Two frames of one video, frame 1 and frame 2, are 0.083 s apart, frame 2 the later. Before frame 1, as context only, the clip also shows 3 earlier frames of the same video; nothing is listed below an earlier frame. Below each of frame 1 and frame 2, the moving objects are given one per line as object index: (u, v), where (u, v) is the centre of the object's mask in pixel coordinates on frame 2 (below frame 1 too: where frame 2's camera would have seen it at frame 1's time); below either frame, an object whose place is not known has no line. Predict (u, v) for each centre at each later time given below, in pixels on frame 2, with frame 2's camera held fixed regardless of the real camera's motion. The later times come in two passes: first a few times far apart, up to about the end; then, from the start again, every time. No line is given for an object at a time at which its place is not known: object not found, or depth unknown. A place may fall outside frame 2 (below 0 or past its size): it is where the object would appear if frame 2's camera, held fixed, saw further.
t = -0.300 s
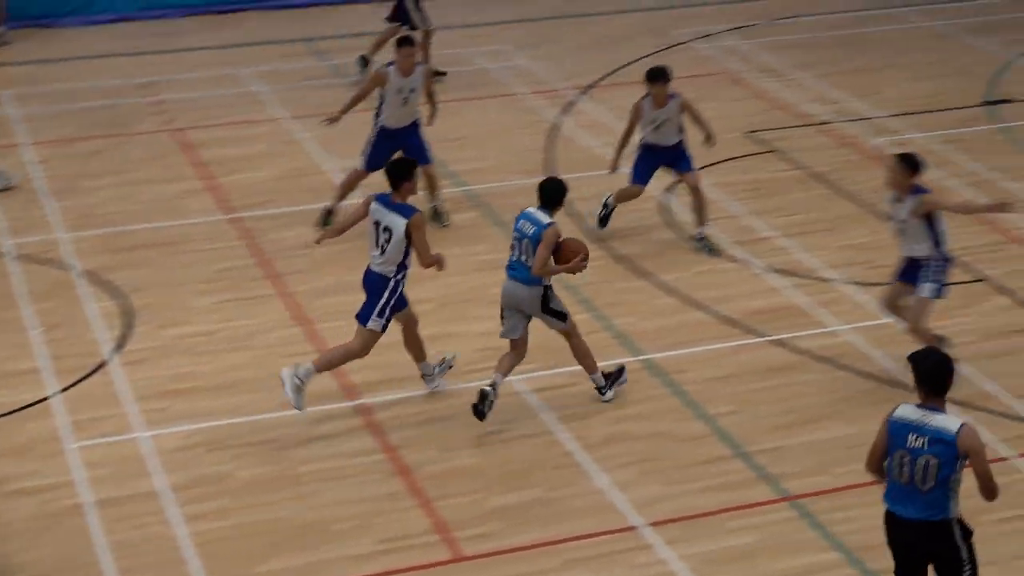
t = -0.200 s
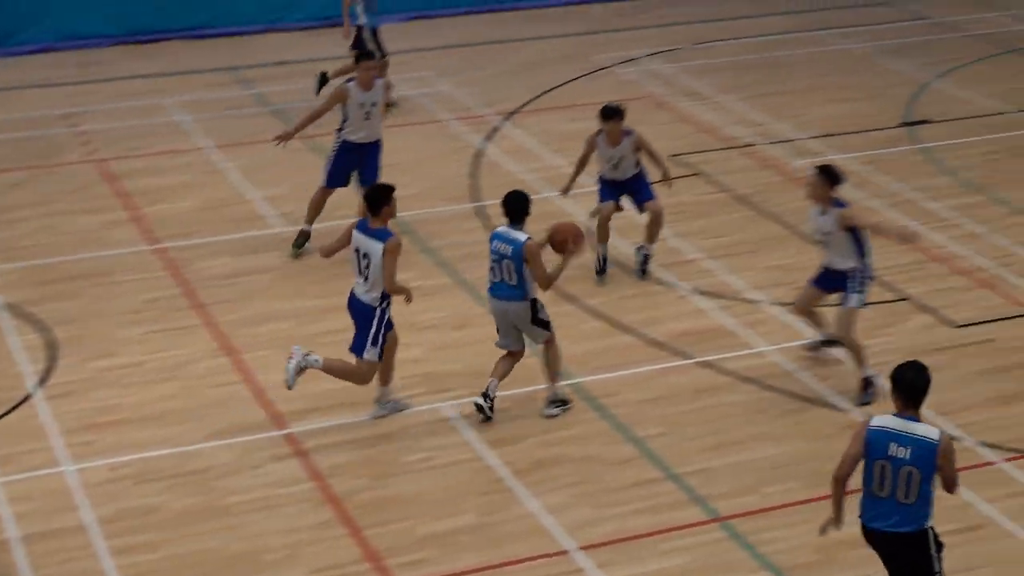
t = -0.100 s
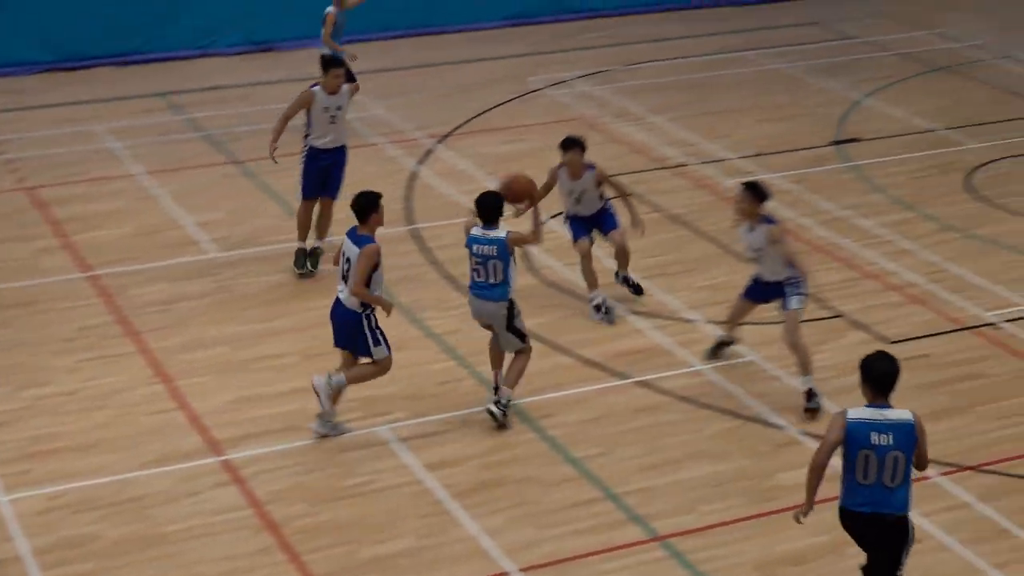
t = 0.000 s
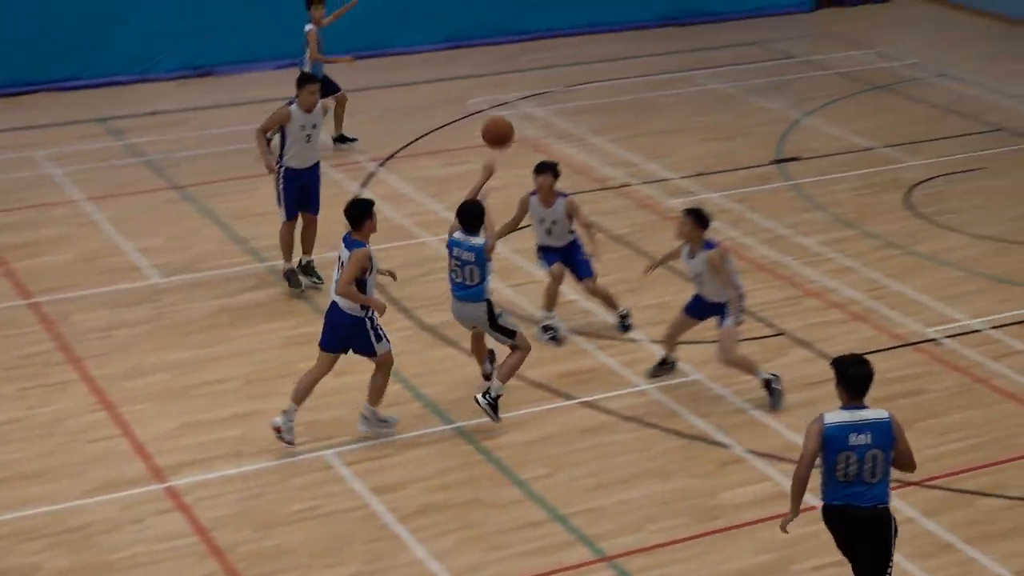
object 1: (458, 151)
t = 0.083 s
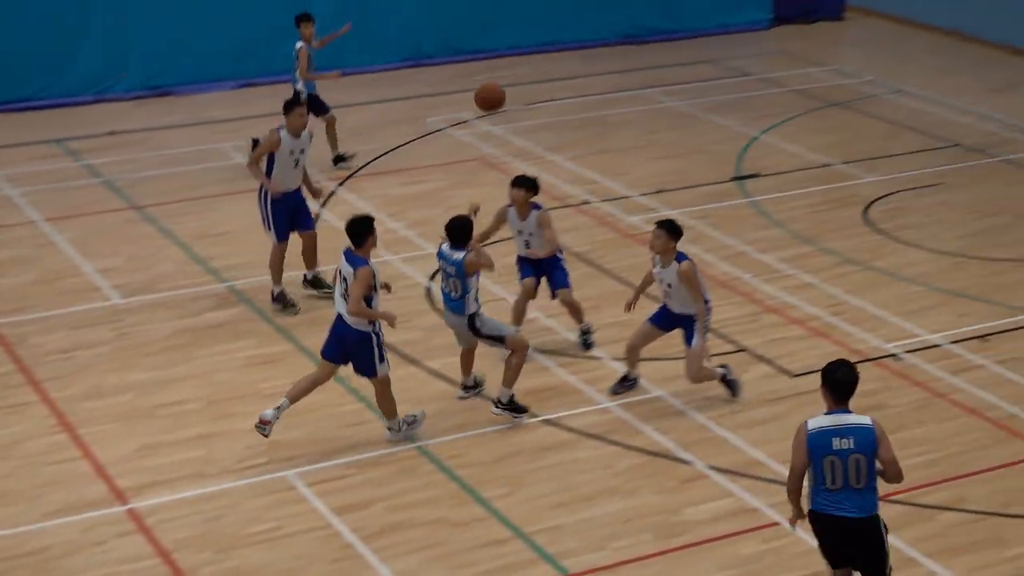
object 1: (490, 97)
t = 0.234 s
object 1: (540, 30)
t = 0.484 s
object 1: (609, -9)
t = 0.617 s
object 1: (640, 0)
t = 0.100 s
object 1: (495, 87)
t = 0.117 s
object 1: (502, 80)
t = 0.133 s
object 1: (507, 71)
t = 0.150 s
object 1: (513, 63)
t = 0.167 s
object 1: (519, 56)
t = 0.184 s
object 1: (525, 49)
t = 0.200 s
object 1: (530, 42)
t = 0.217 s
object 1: (535, 36)
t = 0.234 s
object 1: (540, 30)
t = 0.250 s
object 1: (545, 25)
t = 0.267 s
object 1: (551, 20)
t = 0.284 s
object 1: (556, 16)
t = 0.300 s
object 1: (560, 12)
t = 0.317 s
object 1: (565, 8)
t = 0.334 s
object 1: (570, 5)
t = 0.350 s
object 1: (574, 1)
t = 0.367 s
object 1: (579, -1)
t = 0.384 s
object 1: (584, -4)
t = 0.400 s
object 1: (588, -5)
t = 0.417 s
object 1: (593, -7)
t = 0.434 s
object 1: (597, -8)
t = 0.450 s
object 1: (601, -9)
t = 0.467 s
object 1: (606, -10)
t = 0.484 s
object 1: (609, -9)
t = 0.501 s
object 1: (613, -9)
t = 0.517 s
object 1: (617, -8)
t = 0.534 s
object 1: (621, -8)
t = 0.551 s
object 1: (625, -7)
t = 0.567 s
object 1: (629, -6)
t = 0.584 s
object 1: (633, -4)
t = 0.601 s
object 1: (637, -2)
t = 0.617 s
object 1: (640, 0)
